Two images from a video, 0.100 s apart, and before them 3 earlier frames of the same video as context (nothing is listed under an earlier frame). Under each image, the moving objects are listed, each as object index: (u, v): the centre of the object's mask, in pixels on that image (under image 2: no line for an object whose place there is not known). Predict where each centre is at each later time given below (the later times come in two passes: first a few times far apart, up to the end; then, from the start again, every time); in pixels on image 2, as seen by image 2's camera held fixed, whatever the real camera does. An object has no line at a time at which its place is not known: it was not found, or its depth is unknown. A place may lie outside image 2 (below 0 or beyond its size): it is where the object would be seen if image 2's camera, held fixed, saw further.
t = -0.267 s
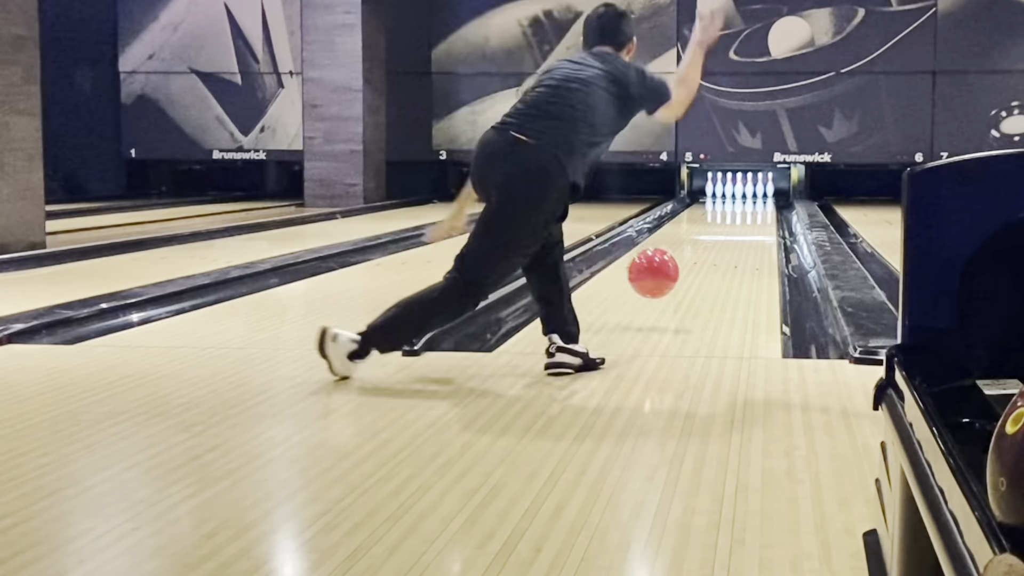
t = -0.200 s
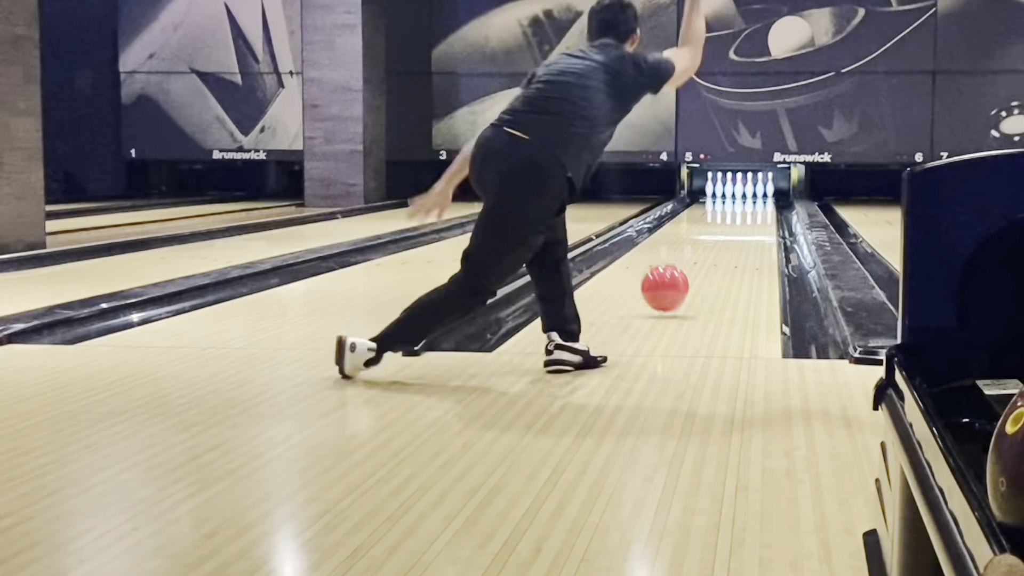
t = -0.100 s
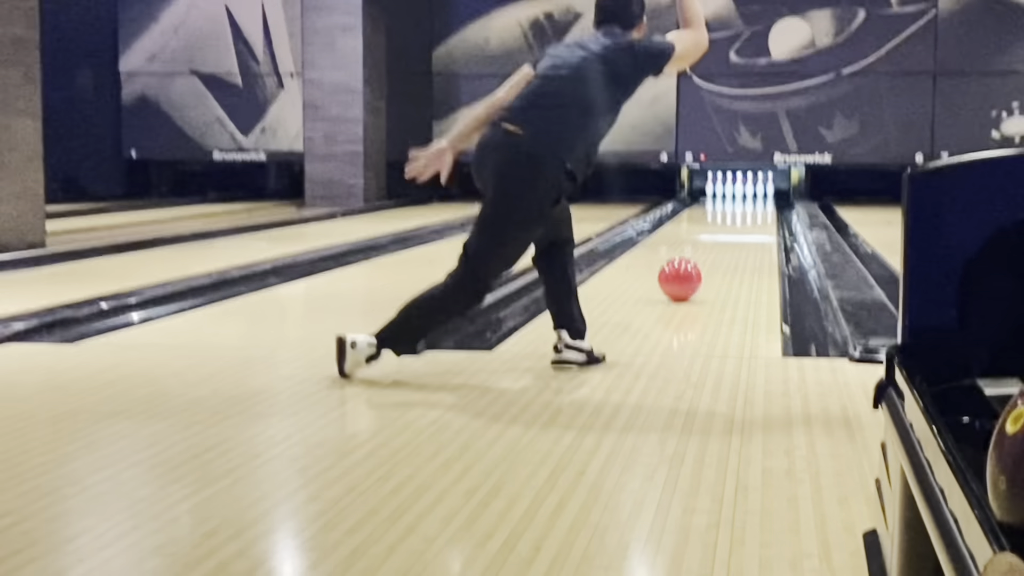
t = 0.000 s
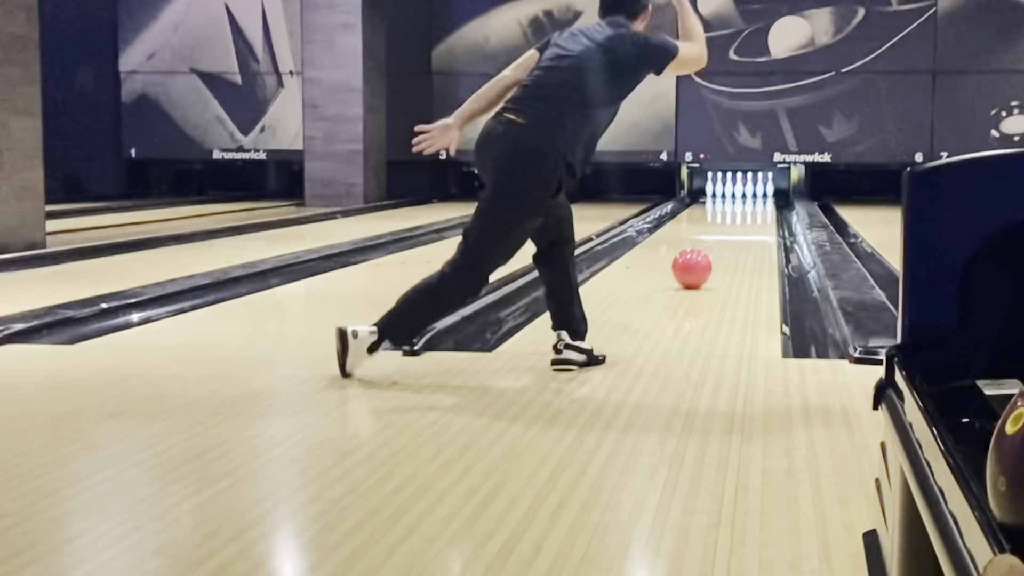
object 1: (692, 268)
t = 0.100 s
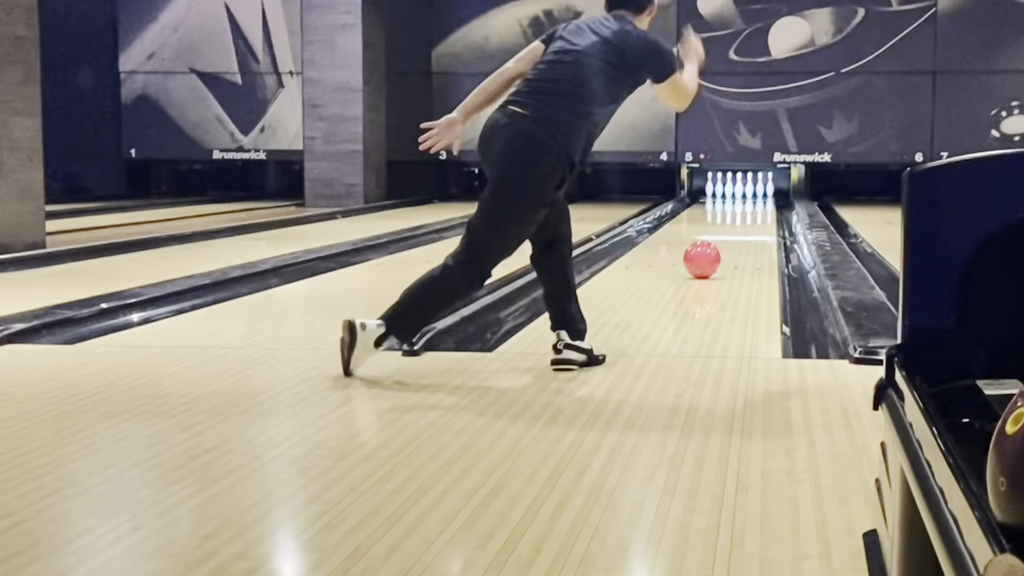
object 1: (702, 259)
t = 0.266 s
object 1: (716, 247)
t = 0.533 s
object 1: (732, 233)
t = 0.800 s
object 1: (743, 222)
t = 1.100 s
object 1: (752, 212)
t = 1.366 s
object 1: (757, 205)
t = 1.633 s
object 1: (760, 200)
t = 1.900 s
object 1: (758, 197)
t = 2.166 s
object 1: (749, 193)
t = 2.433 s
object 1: (747, 191)
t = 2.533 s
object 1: (751, 190)
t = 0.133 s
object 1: (705, 257)
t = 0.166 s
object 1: (708, 254)
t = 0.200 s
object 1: (711, 252)
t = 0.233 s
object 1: (713, 249)
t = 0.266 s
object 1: (716, 247)
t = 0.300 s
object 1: (718, 245)
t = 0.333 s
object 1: (720, 243)
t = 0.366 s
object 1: (722, 241)
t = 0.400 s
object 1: (724, 239)
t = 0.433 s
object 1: (726, 238)
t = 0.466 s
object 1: (728, 236)
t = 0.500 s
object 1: (730, 234)
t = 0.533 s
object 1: (732, 233)
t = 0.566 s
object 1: (733, 231)
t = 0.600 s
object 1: (735, 230)
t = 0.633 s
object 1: (736, 228)
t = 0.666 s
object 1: (737, 226)
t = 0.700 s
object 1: (739, 225)
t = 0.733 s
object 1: (741, 224)
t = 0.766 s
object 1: (742, 223)
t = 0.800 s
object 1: (743, 222)
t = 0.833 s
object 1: (744, 220)
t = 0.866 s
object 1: (745, 219)
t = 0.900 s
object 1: (746, 218)
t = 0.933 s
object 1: (747, 217)
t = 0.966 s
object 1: (748, 216)
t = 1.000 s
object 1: (749, 215)
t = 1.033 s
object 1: (750, 214)
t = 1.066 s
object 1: (751, 213)
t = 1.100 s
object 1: (752, 212)
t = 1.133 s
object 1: (752, 211)
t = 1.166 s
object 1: (753, 210)
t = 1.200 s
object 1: (754, 209)
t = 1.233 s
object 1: (755, 208)
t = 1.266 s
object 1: (755, 208)
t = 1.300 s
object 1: (756, 207)
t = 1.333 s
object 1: (757, 206)
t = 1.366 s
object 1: (757, 205)
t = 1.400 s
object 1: (758, 205)
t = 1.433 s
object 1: (758, 204)
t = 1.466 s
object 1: (759, 203)
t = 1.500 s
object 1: (759, 202)
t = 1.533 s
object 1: (760, 201)
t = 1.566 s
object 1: (760, 201)
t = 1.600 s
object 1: (760, 201)
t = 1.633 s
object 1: (760, 200)
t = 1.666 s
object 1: (760, 200)
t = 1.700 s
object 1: (760, 199)
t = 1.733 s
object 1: (760, 199)
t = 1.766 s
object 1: (760, 198)
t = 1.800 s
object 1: (759, 198)
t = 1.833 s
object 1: (759, 198)
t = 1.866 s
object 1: (759, 197)
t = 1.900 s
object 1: (758, 197)
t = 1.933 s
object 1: (757, 196)
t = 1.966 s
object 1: (755, 195)
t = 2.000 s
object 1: (754, 195)
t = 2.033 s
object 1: (753, 195)
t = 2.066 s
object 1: (752, 195)
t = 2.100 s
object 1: (751, 194)
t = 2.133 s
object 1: (750, 194)
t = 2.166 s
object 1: (749, 193)
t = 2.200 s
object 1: (748, 193)
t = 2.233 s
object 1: (748, 193)
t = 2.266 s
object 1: (747, 192)
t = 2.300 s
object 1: (745, 191)
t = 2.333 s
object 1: (745, 192)
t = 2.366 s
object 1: (747, 191)
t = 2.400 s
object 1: (747, 191)
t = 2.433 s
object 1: (747, 191)
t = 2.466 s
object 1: (748, 191)
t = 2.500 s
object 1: (749, 190)
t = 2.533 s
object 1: (751, 190)
